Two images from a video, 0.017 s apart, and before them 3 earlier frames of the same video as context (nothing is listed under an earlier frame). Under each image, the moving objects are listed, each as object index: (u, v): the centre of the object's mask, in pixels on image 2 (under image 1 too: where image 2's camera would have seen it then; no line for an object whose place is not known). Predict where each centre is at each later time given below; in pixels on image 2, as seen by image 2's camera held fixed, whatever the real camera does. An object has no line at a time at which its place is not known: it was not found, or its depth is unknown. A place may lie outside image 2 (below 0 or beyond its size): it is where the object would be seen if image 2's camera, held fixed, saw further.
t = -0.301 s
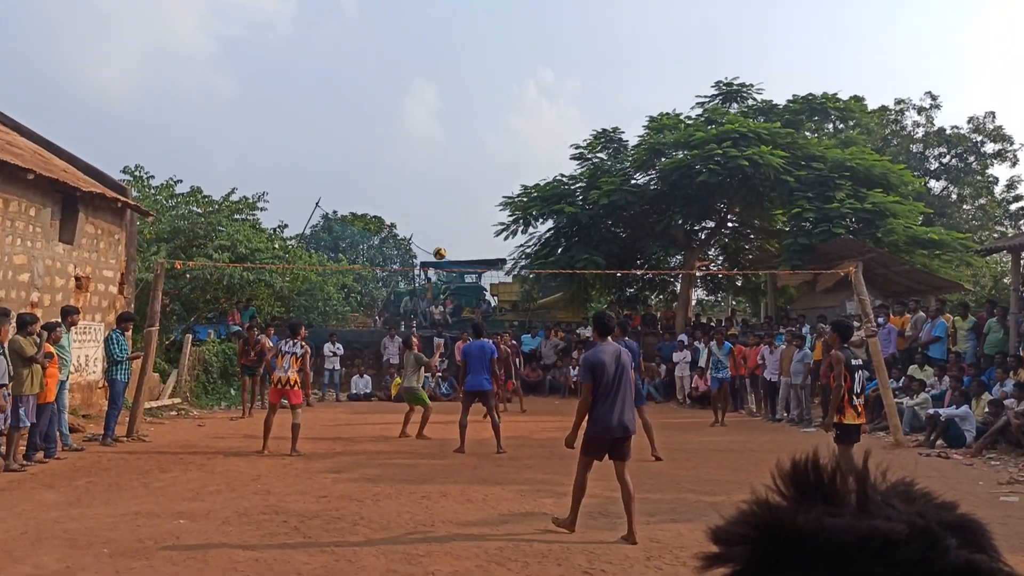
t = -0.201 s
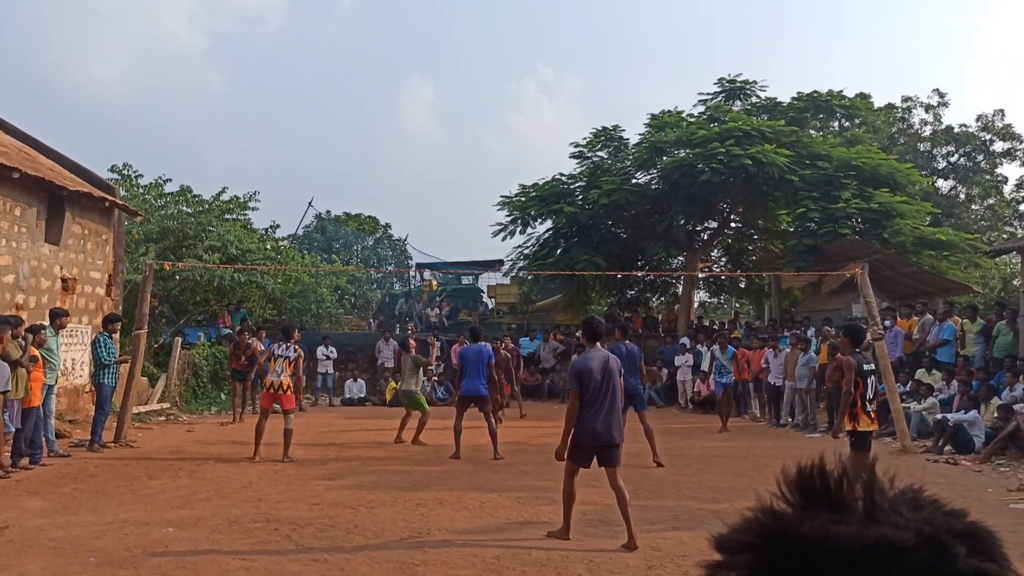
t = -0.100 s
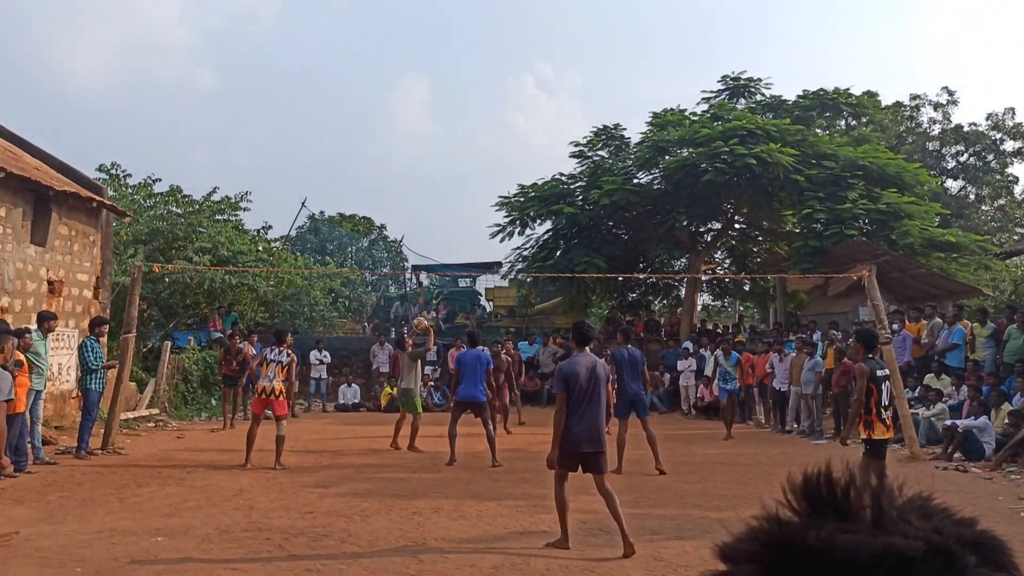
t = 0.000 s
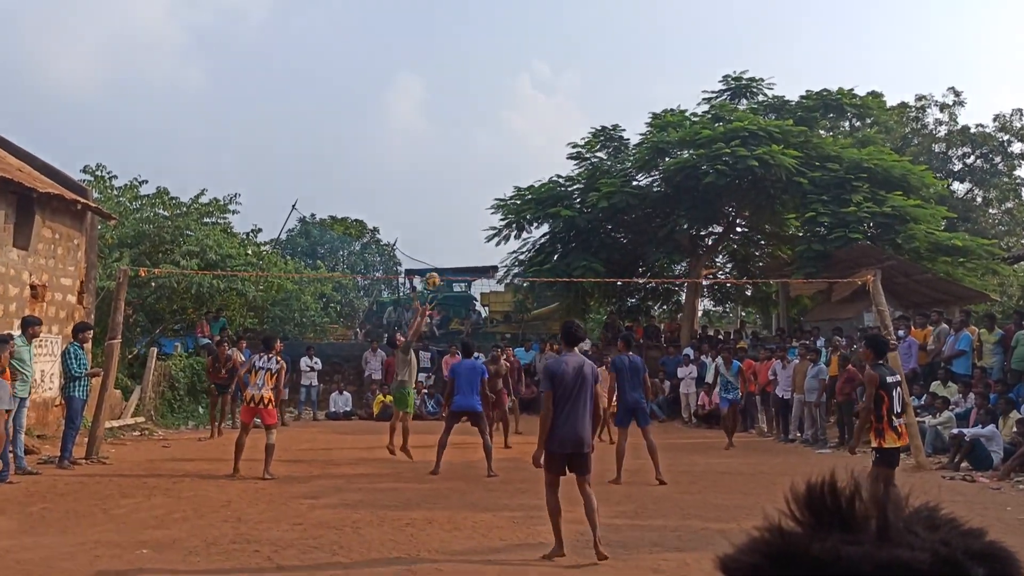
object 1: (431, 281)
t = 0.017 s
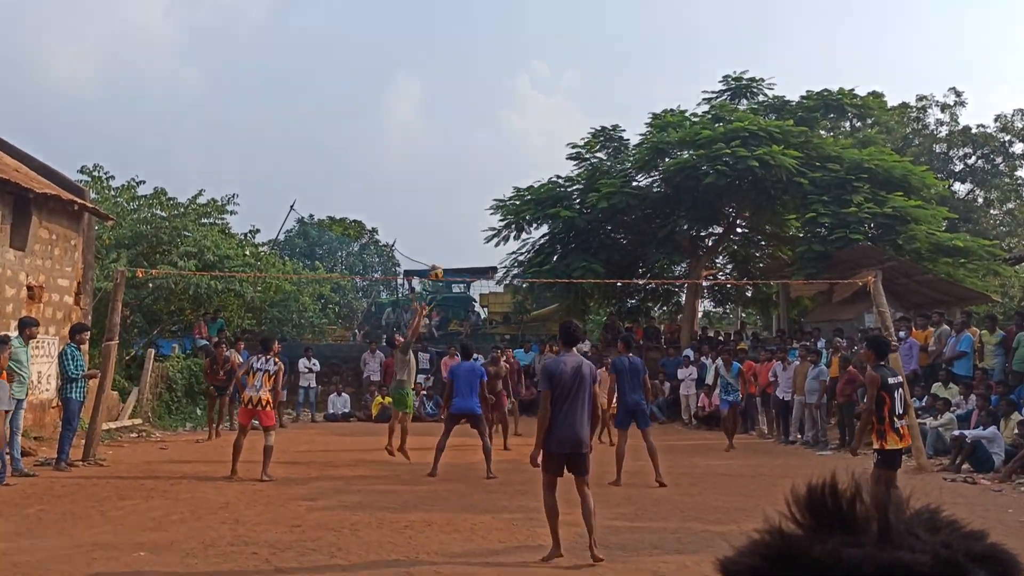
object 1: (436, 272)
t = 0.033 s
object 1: (439, 262)
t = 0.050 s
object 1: (443, 254)
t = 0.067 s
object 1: (446, 245)
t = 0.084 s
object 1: (450, 237)
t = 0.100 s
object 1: (454, 229)
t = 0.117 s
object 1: (458, 221)
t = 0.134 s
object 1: (462, 213)
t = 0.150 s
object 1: (465, 206)
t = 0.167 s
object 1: (469, 199)
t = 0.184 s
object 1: (473, 192)
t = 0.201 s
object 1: (477, 185)
